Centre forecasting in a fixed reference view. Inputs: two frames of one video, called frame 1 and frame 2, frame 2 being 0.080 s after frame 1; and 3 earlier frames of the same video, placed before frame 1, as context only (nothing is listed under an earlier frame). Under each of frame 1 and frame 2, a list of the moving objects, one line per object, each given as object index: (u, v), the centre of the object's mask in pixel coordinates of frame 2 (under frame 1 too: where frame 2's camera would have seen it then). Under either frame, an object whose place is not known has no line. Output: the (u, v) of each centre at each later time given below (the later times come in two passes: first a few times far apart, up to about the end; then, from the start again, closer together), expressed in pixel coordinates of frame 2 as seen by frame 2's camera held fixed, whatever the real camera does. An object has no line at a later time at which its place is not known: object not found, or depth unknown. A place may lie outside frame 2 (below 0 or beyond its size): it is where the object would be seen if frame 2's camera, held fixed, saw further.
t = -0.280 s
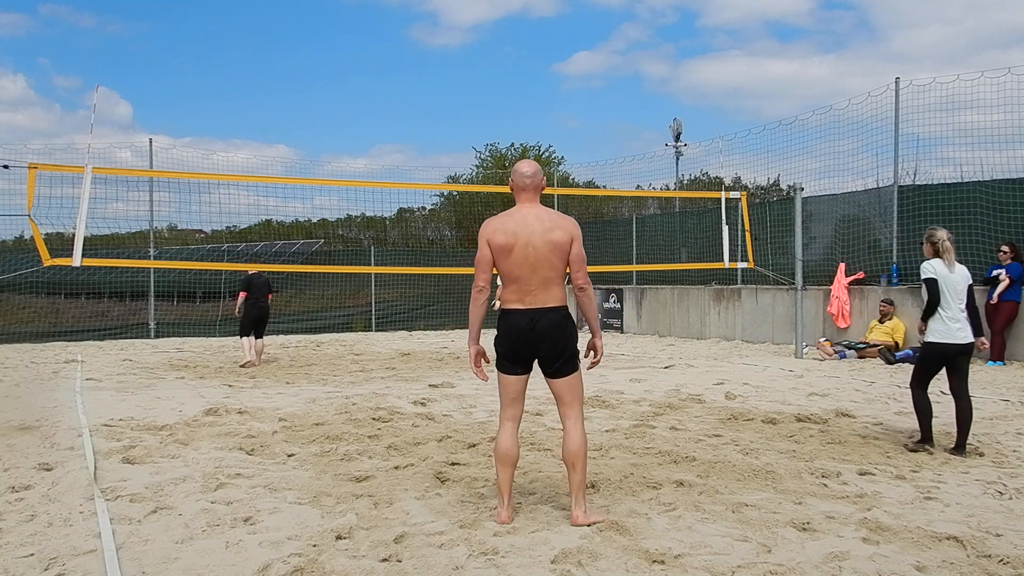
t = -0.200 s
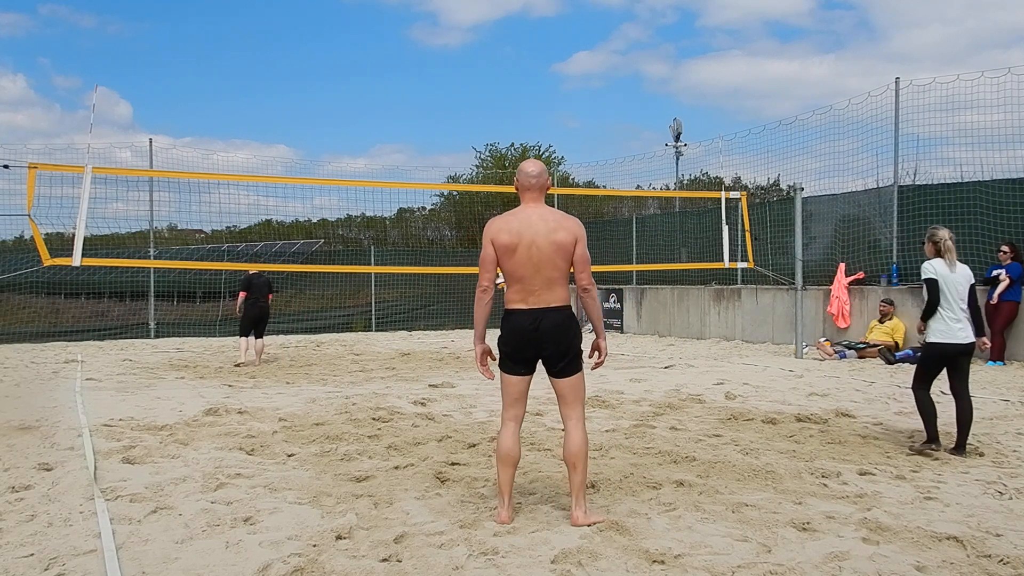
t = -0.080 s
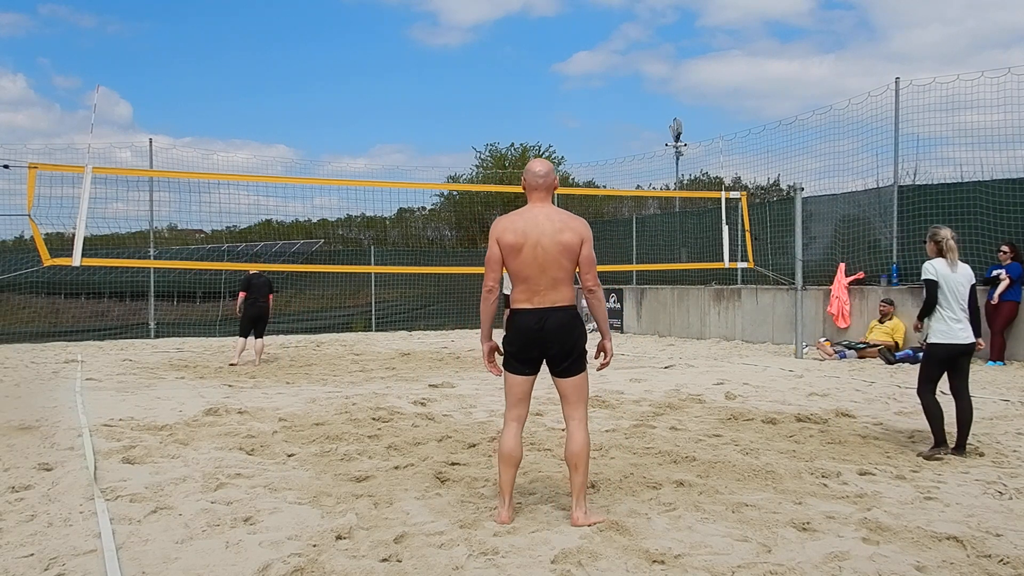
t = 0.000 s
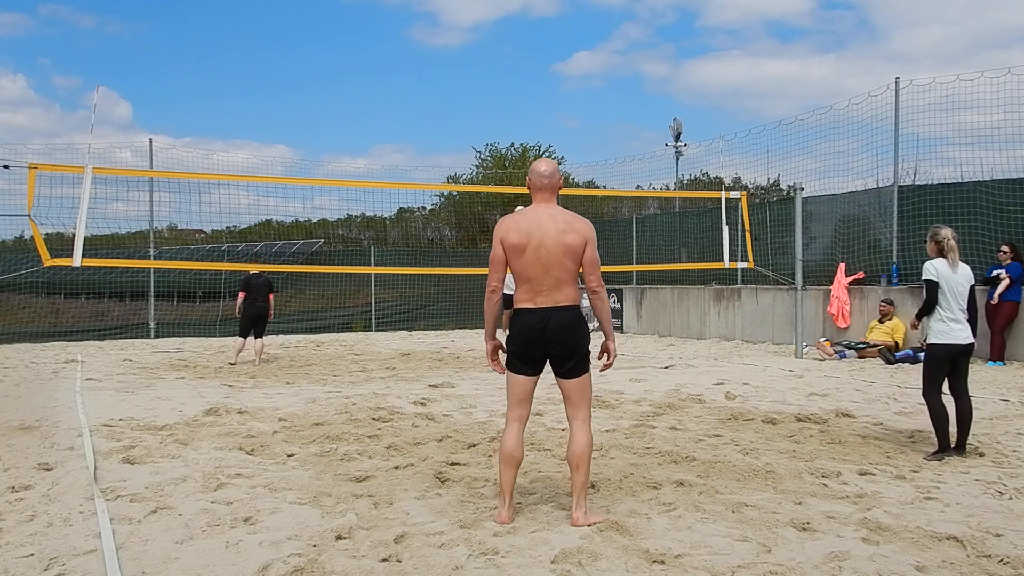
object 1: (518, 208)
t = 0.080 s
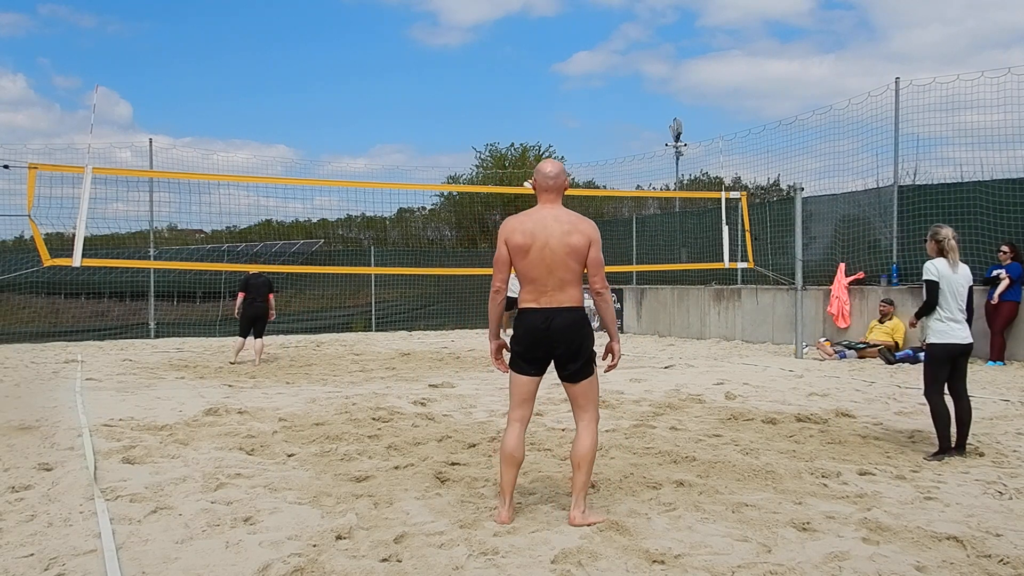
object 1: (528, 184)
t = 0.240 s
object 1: (551, 138)
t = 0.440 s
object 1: (587, 88)
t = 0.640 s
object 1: (638, 57)
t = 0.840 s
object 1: (716, 60)
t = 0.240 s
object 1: (551, 138)
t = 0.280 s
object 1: (557, 127)
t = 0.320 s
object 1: (564, 116)
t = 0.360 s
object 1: (571, 106)
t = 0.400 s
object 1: (579, 97)
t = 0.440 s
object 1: (587, 88)
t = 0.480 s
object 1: (596, 80)
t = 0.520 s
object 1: (605, 73)
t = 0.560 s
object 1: (615, 67)
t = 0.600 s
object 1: (626, 61)
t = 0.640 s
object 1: (638, 57)
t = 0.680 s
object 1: (651, 54)
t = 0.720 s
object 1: (665, 53)
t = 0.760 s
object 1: (680, 53)
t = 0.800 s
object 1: (697, 56)
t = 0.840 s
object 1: (716, 60)
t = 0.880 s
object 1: (737, 68)
